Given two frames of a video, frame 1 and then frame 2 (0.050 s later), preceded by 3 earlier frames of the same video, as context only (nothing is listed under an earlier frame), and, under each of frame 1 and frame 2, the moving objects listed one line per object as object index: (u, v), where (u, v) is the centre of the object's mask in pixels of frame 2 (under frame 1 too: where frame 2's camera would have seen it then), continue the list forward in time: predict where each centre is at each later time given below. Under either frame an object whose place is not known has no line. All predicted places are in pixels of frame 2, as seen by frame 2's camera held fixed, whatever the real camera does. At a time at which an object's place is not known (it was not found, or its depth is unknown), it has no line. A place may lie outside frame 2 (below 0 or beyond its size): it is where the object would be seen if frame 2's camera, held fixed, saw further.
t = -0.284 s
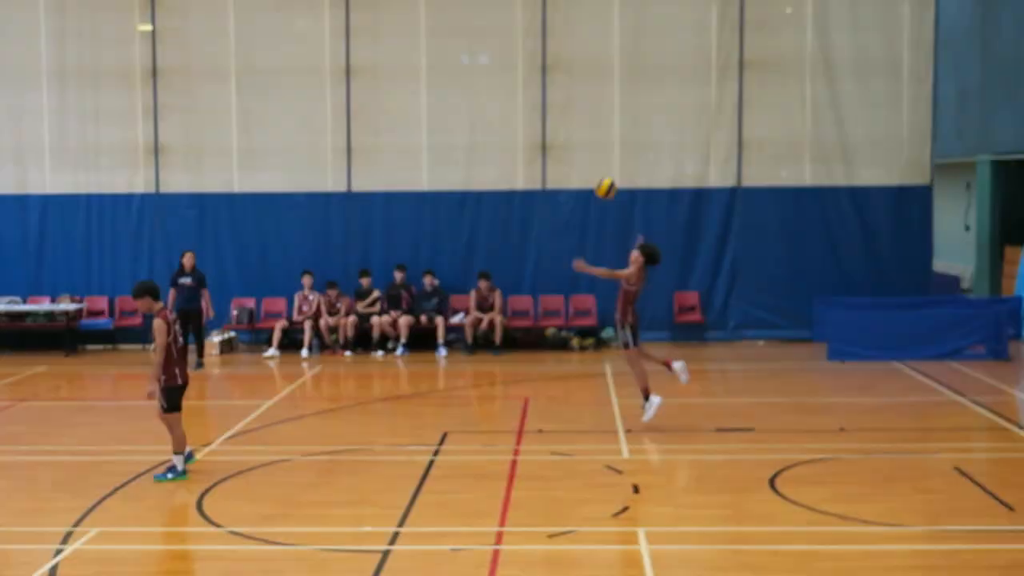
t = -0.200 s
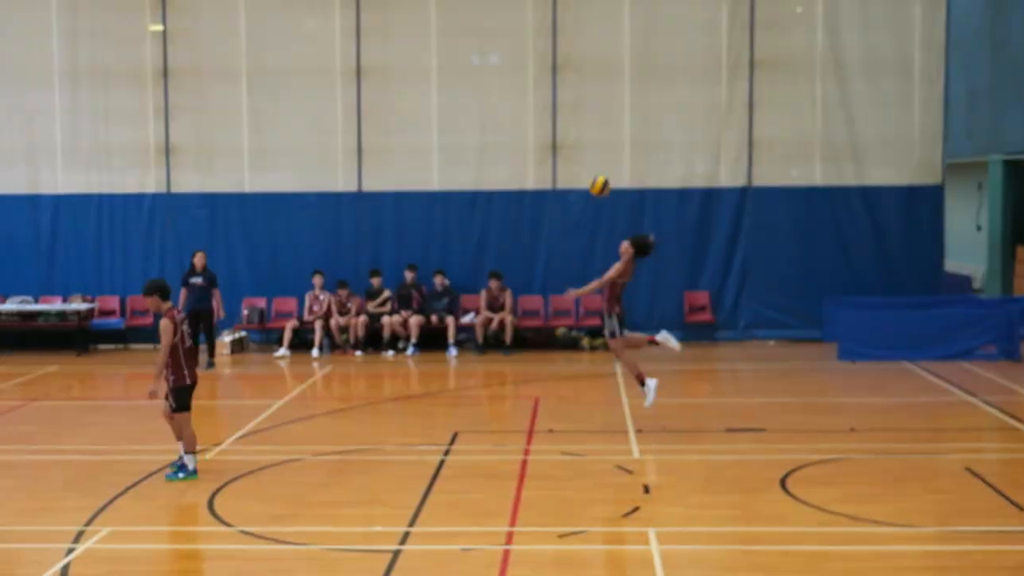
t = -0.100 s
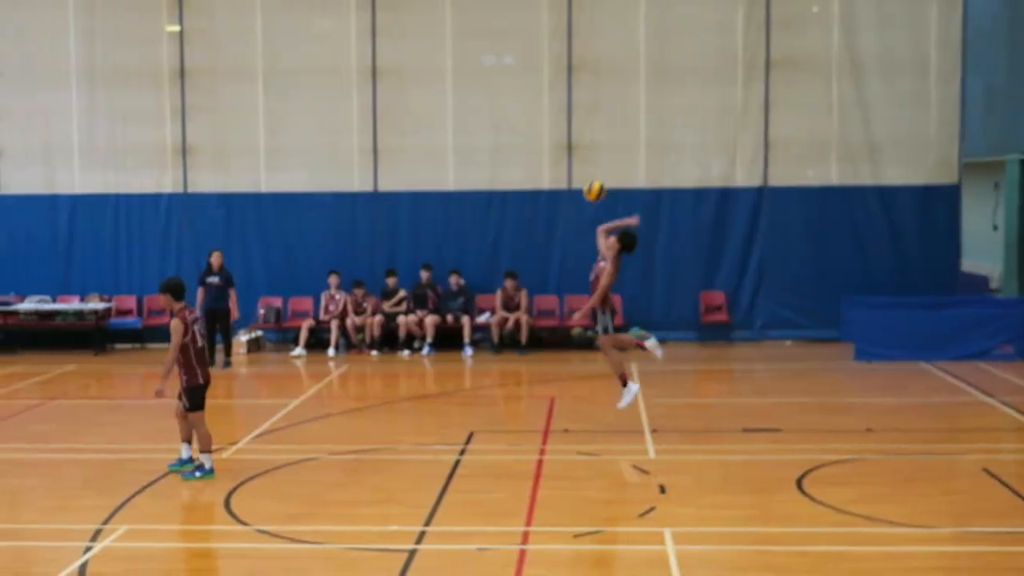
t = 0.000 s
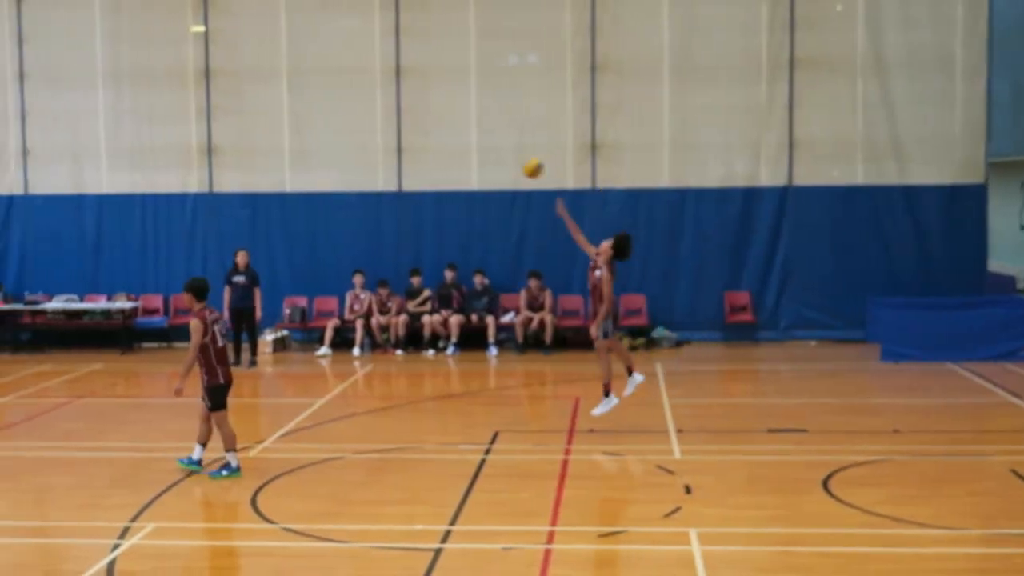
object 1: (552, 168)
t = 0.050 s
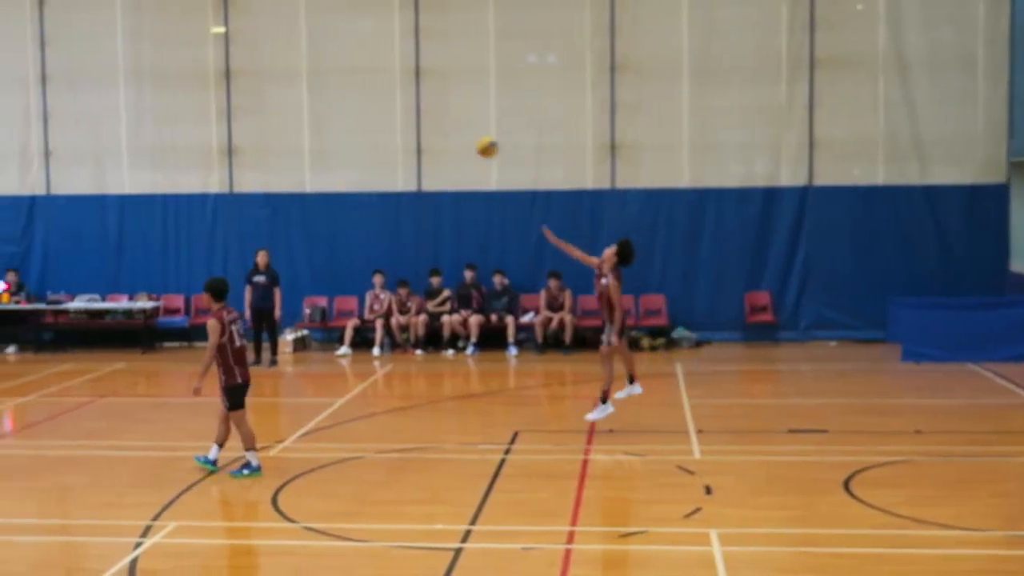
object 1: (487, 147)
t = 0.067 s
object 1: (466, 141)
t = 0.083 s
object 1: (444, 134)
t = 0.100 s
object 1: (423, 128)
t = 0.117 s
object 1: (403, 123)
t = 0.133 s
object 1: (382, 118)
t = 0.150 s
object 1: (361, 112)
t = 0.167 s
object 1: (339, 107)
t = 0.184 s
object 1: (318, 102)
